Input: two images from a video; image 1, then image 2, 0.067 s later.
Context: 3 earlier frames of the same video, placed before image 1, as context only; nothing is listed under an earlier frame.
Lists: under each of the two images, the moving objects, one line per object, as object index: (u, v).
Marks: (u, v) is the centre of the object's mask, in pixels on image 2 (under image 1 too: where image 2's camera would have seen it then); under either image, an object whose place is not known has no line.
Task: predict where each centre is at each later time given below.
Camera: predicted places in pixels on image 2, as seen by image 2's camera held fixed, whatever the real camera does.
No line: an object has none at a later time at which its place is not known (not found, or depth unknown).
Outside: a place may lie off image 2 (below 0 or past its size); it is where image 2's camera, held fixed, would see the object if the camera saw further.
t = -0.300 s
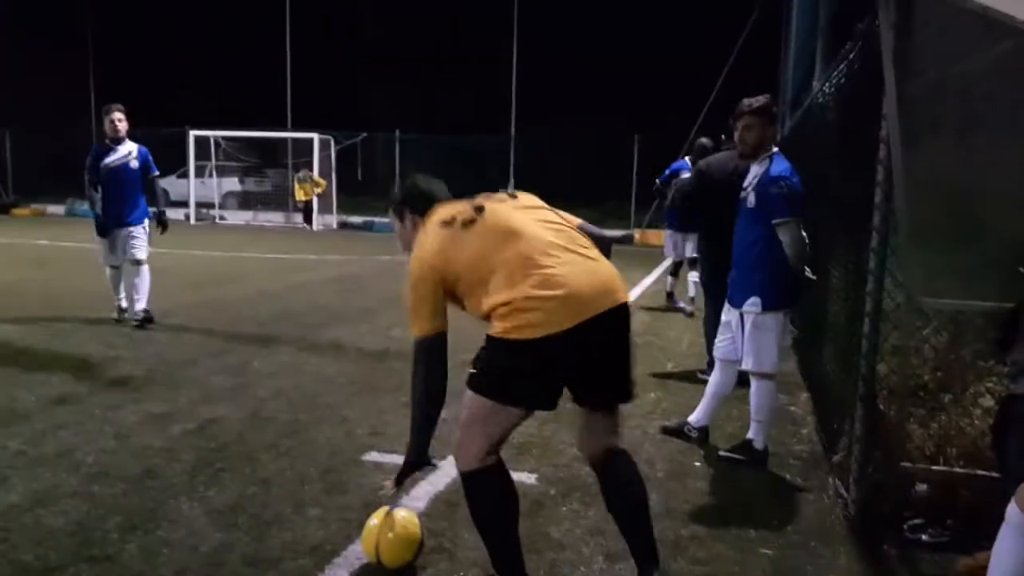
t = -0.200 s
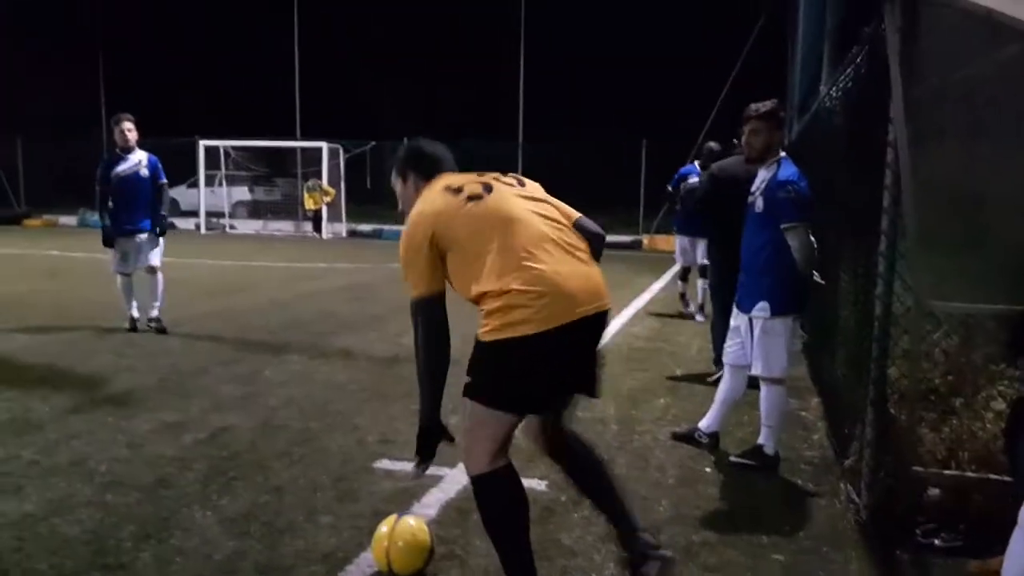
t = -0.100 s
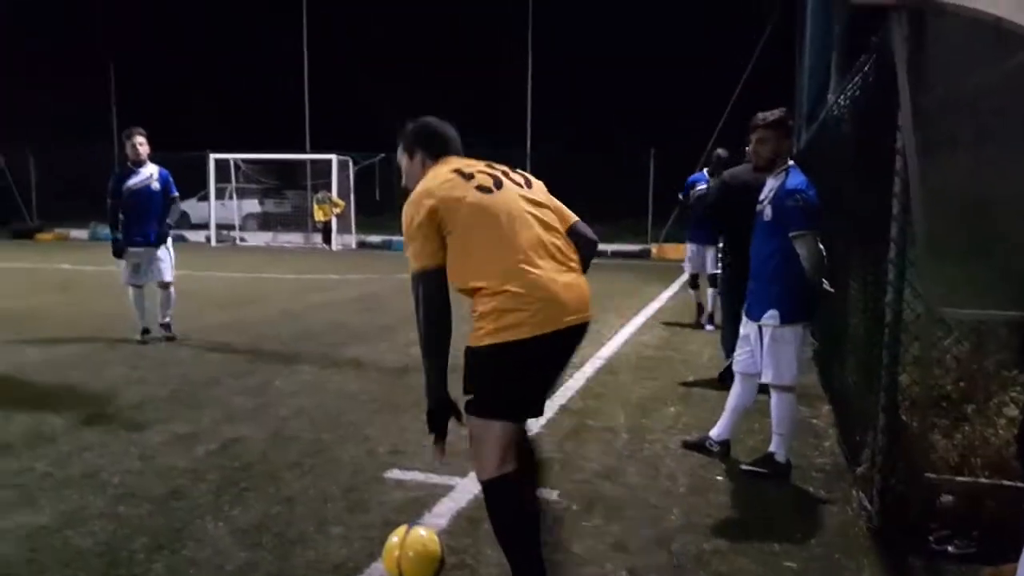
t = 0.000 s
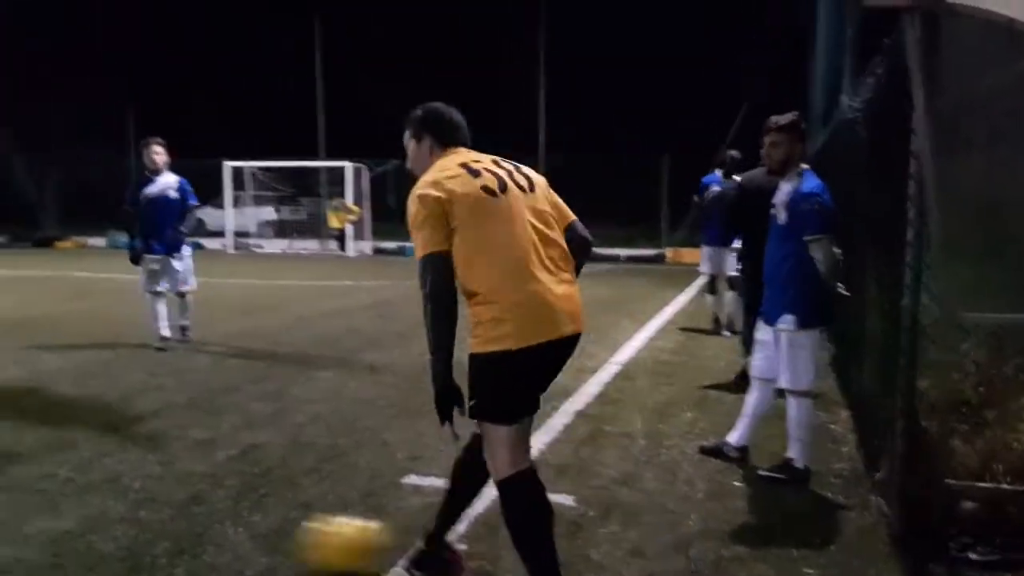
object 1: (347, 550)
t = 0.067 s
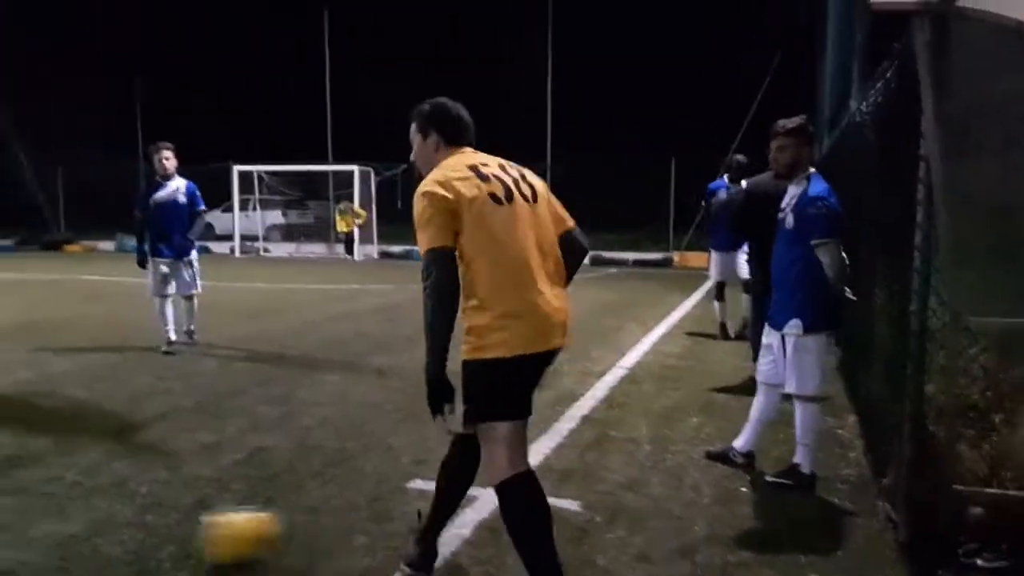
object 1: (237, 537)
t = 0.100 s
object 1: (192, 526)
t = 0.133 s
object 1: (148, 517)
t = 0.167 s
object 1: (106, 509)
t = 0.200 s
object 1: (68, 504)
